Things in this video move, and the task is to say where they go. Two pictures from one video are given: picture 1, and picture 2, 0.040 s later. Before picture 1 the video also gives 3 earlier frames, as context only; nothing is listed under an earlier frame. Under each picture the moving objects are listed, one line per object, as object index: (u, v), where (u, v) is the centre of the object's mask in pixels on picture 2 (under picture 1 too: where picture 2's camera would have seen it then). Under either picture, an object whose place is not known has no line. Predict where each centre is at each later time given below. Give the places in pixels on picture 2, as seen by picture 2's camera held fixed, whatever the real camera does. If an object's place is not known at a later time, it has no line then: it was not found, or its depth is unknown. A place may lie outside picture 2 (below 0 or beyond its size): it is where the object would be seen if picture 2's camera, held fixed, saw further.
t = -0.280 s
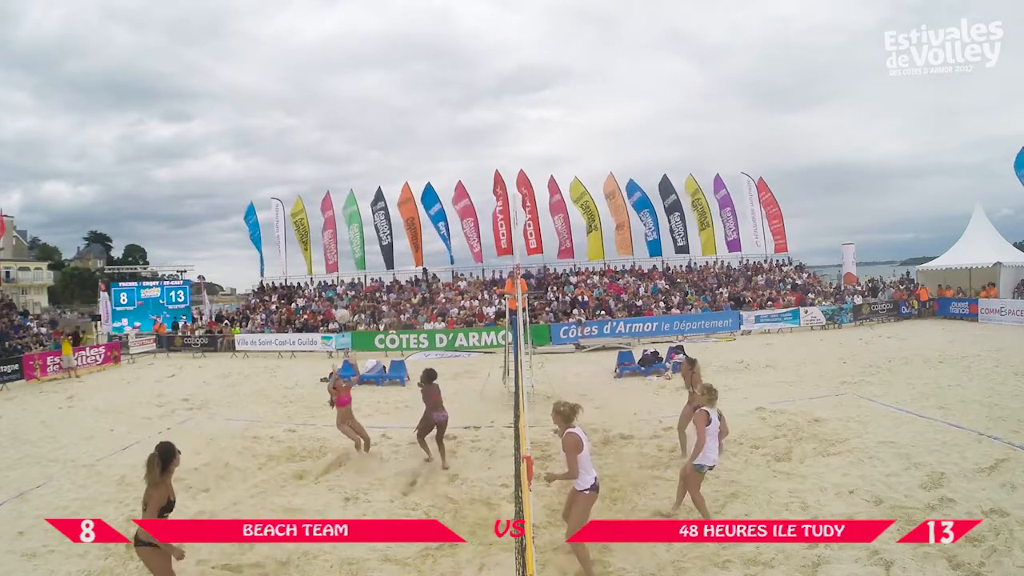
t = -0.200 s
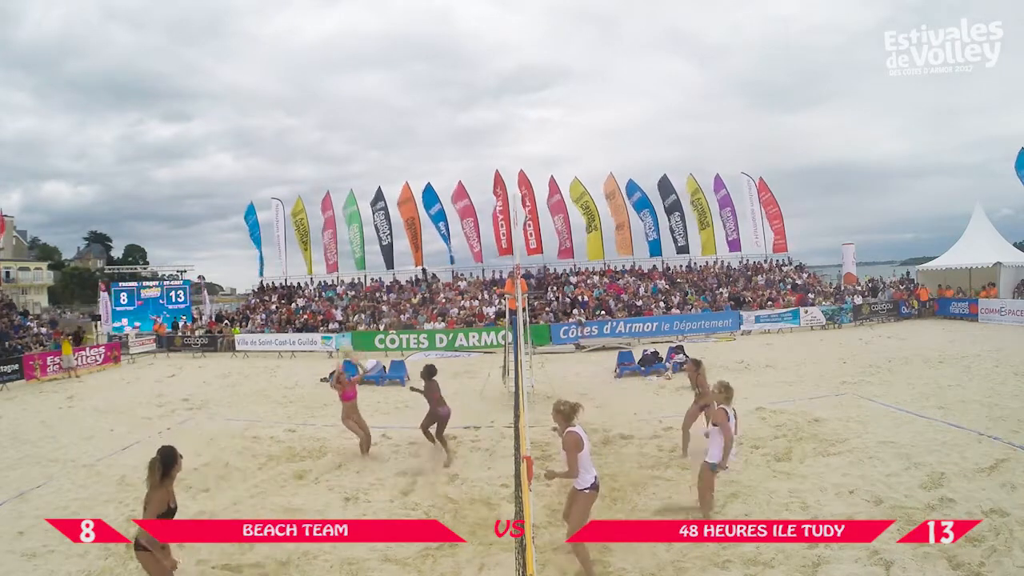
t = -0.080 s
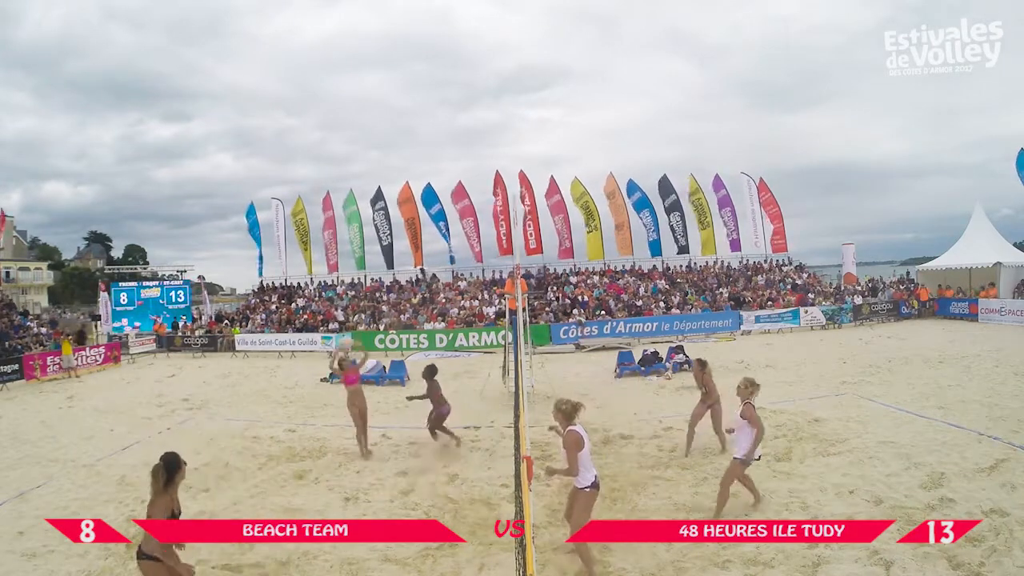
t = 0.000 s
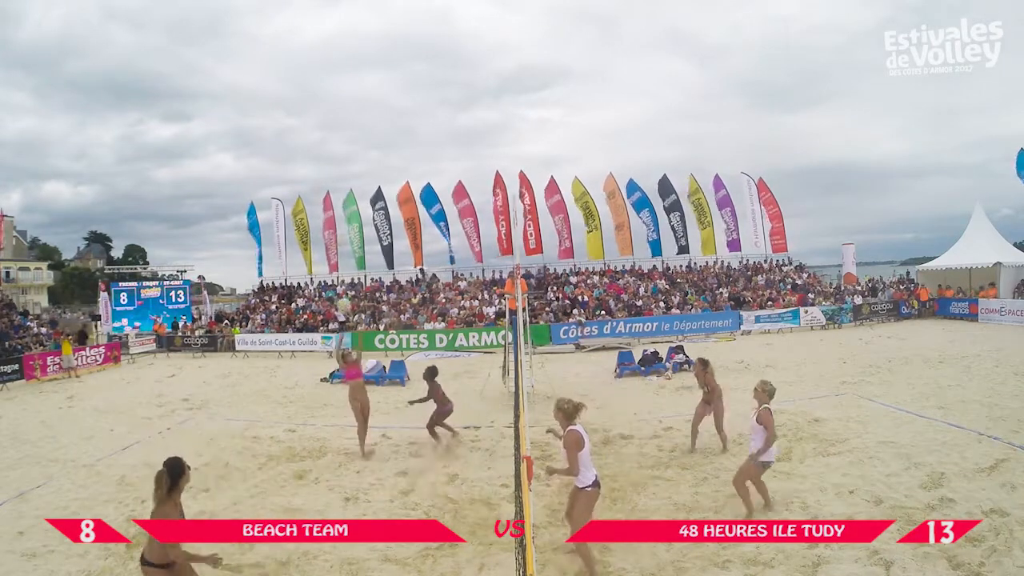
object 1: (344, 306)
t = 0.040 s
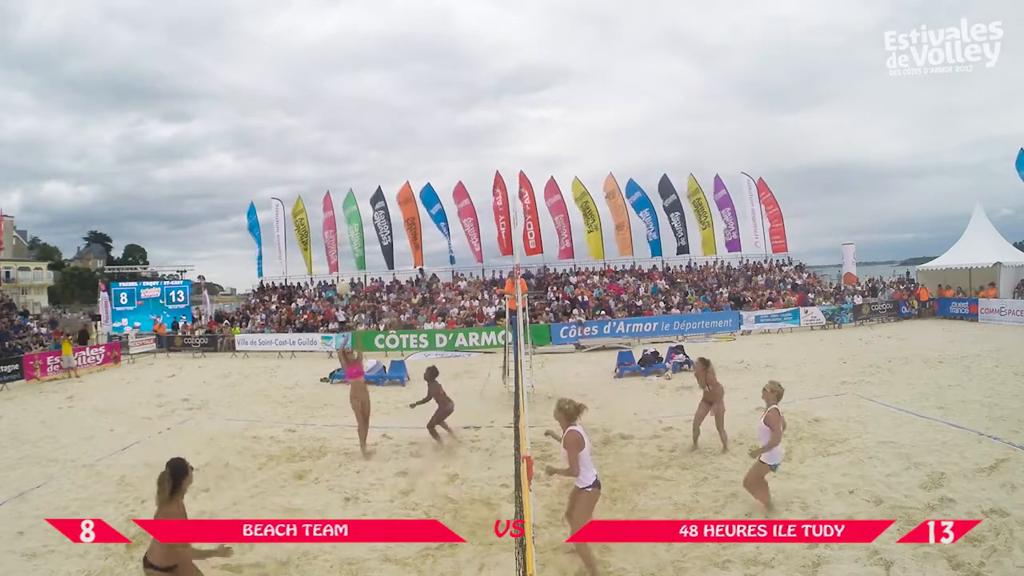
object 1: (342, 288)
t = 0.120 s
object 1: (339, 255)
